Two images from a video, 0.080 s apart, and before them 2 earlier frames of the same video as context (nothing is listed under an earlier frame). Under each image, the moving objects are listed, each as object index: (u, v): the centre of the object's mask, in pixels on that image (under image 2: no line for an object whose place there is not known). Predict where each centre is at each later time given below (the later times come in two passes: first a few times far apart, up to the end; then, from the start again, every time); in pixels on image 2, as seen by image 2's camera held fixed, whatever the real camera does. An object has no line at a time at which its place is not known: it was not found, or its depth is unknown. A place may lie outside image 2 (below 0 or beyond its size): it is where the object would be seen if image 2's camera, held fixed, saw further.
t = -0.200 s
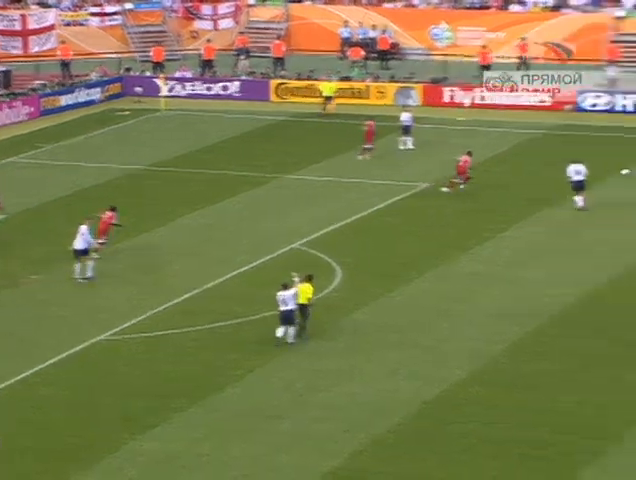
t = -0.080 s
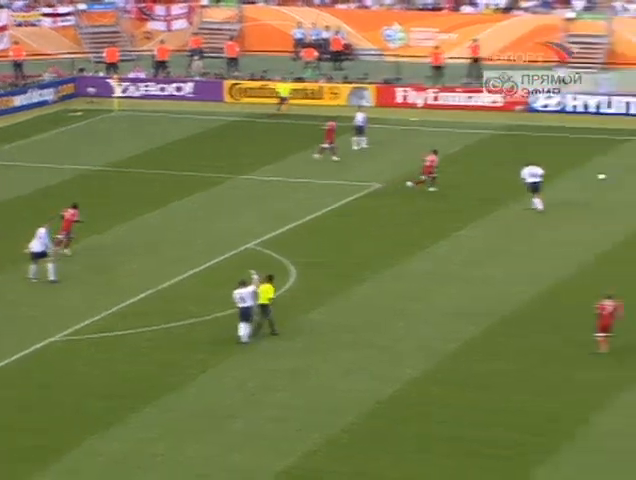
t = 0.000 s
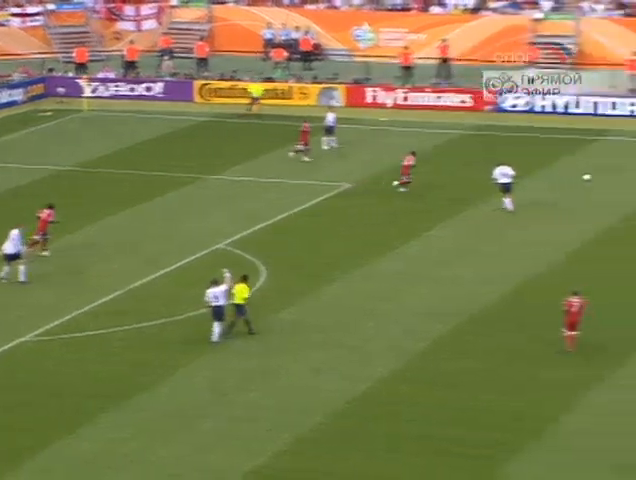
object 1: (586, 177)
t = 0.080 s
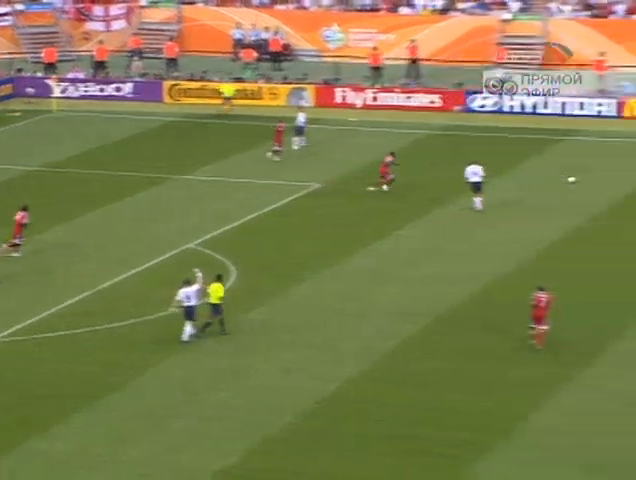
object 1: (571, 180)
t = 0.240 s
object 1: (605, 184)
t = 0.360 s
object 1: (629, 186)
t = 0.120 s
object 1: (580, 181)
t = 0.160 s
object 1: (588, 182)
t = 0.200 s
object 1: (596, 183)
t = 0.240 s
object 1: (605, 184)
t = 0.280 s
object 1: (613, 184)
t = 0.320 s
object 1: (621, 185)
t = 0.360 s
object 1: (629, 186)
